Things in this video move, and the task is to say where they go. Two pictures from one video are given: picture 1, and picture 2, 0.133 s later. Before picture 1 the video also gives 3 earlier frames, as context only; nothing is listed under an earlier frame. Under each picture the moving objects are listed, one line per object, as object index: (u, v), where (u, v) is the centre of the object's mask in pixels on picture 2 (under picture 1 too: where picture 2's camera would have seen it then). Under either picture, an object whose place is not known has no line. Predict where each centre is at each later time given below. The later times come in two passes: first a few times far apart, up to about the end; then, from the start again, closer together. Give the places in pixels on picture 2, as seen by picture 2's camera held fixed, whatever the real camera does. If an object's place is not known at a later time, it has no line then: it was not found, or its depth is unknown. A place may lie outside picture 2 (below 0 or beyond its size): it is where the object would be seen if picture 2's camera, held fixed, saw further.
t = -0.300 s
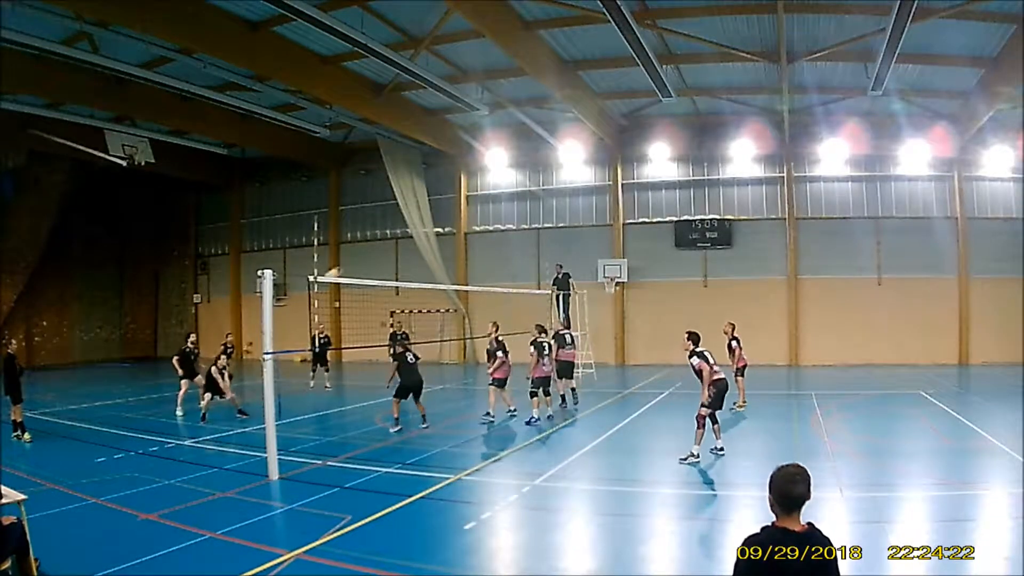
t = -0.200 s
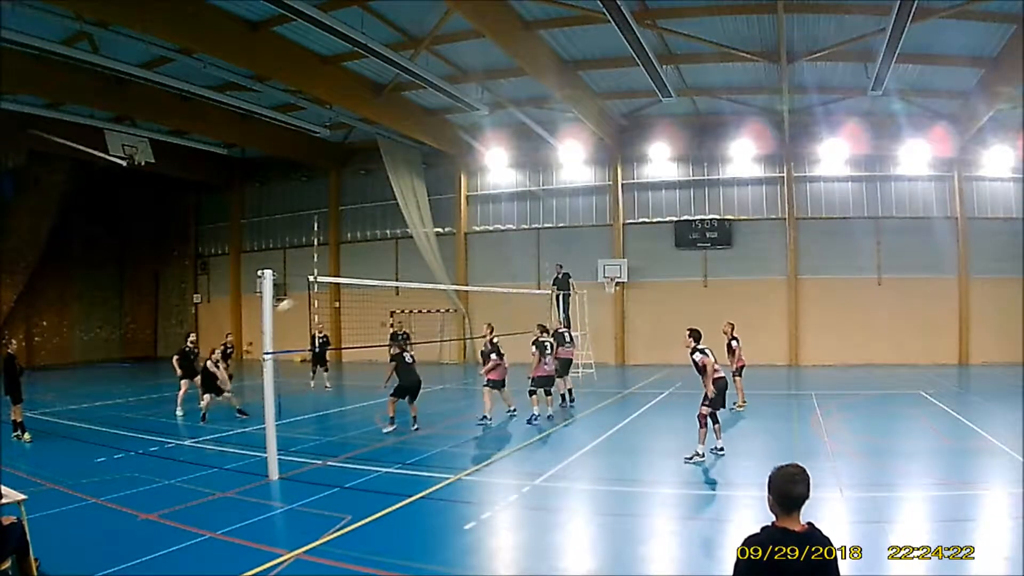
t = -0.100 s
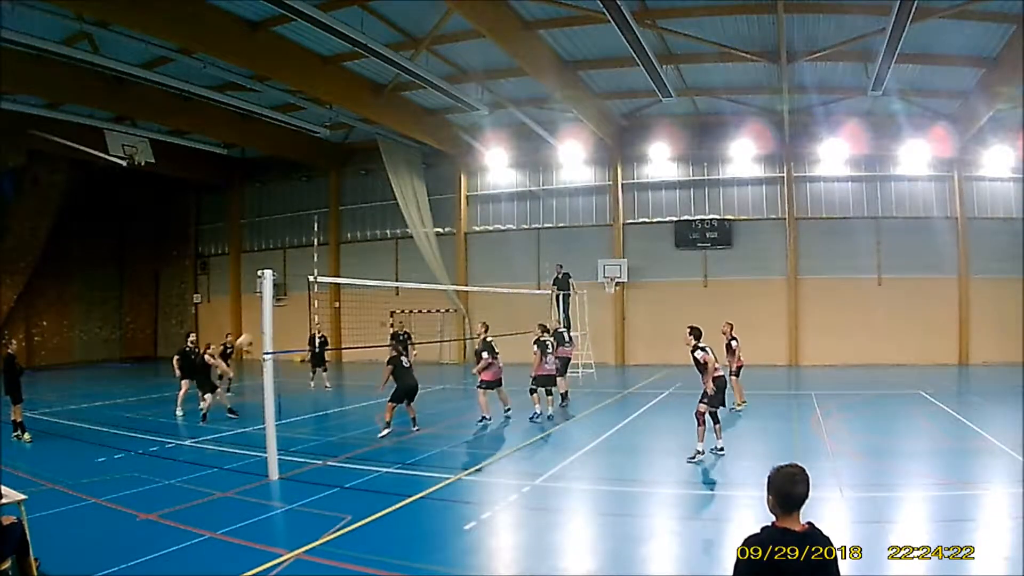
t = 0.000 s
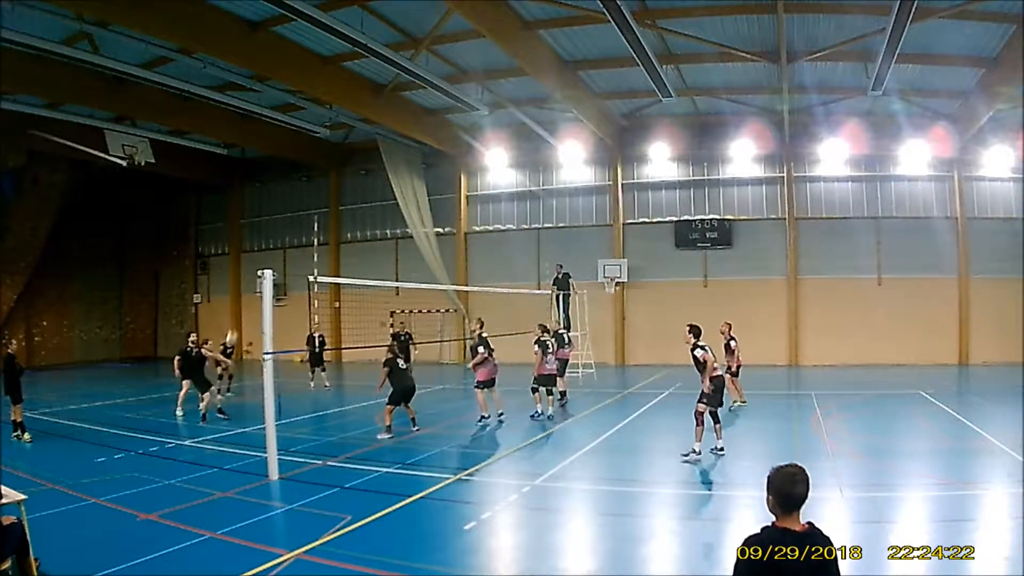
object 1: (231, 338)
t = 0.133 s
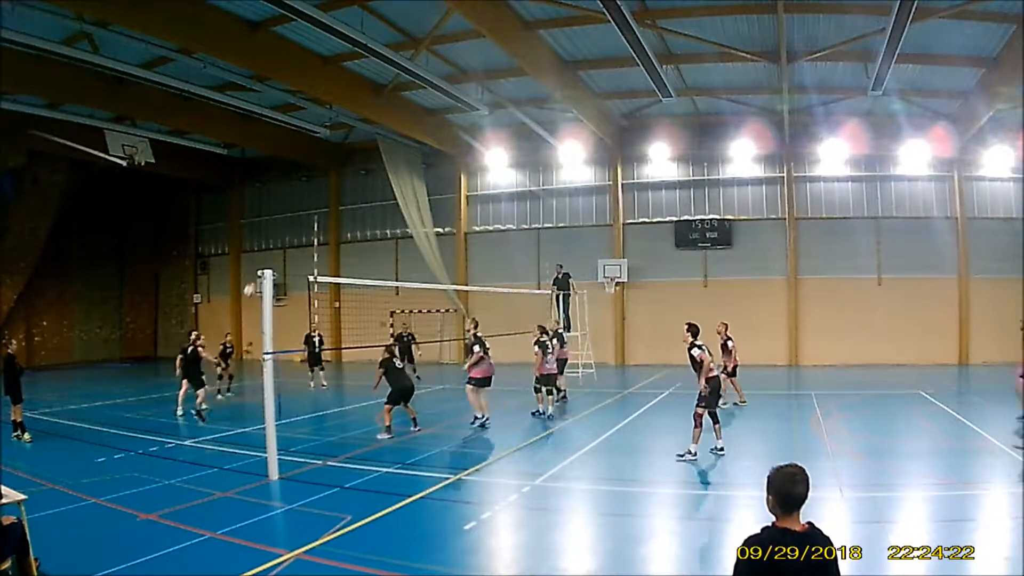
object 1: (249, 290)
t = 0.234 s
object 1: (264, 261)
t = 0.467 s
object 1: (297, 216)
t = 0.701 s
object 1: (328, 201)
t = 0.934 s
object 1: (358, 212)
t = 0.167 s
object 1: (254, 279)
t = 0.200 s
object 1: (259, 270)
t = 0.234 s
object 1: (264, 261)
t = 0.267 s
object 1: (269, 253)
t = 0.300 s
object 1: (273, 245)
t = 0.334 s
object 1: (278, 240)
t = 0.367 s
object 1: (283, 232)
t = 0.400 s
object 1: (287, 226)
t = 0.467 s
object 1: (297, 216)
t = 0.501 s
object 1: (301, 212)
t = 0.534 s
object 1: (306, 209)
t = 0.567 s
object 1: (310, 206)
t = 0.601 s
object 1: (314, 204)
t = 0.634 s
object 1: (319, 202)
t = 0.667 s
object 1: (323, 201)
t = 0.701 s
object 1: (328, 201)
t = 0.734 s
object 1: (332, 201)
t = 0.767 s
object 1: (337, 201)
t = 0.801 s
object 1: (341, 202)
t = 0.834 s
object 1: (345, 204)
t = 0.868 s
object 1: (349, 206)
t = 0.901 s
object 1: (353, 209)
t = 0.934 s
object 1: (358, 212)
